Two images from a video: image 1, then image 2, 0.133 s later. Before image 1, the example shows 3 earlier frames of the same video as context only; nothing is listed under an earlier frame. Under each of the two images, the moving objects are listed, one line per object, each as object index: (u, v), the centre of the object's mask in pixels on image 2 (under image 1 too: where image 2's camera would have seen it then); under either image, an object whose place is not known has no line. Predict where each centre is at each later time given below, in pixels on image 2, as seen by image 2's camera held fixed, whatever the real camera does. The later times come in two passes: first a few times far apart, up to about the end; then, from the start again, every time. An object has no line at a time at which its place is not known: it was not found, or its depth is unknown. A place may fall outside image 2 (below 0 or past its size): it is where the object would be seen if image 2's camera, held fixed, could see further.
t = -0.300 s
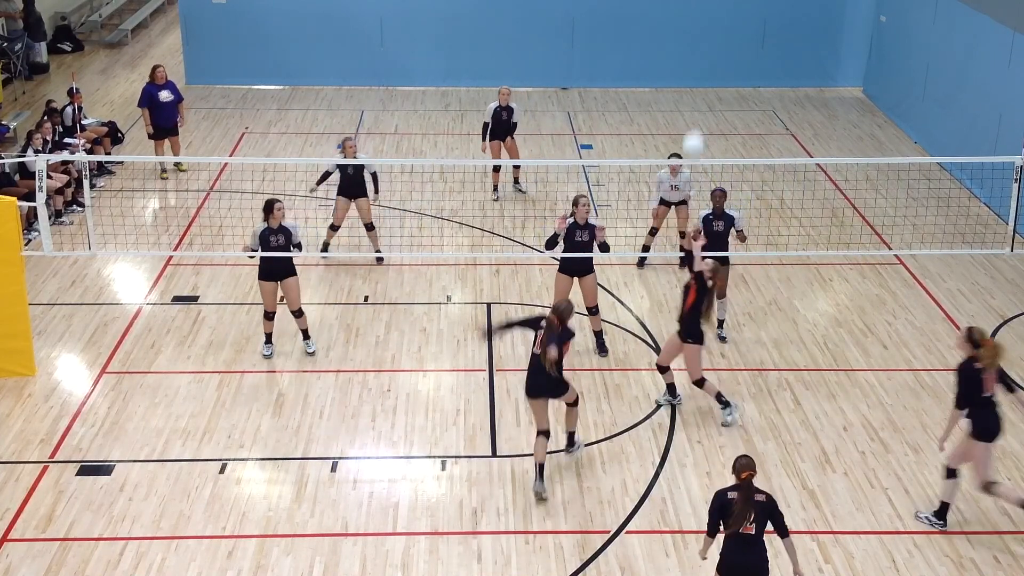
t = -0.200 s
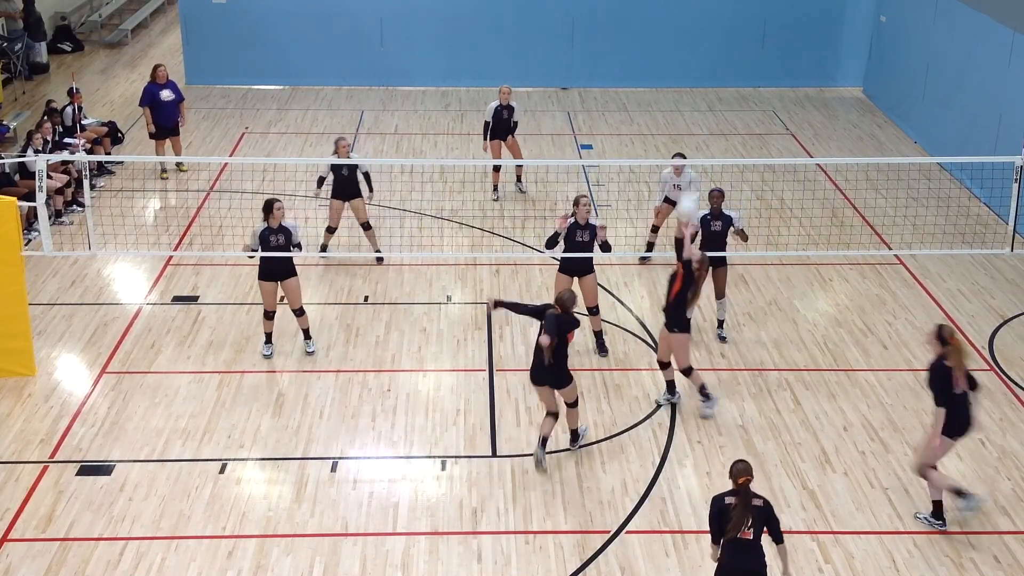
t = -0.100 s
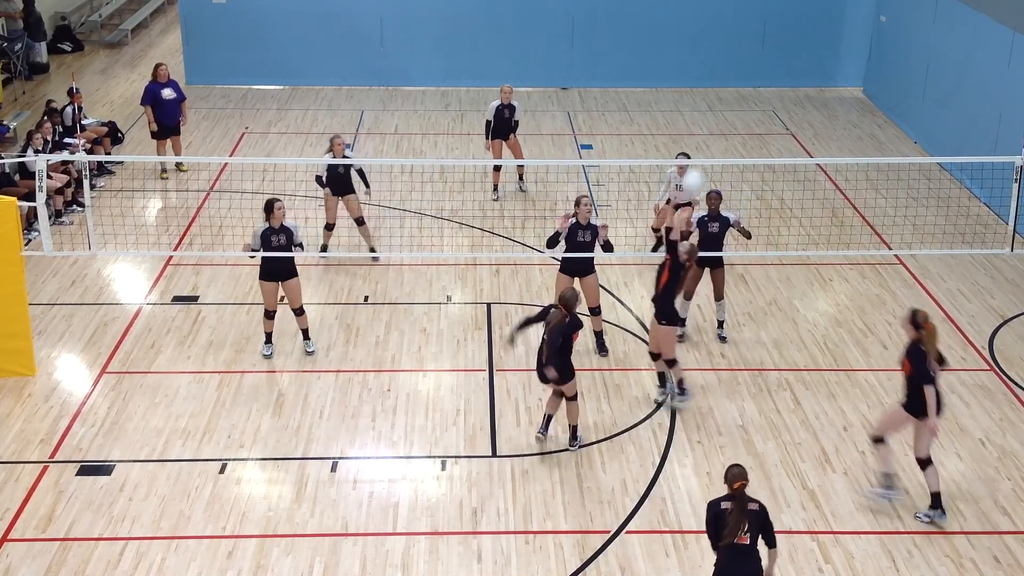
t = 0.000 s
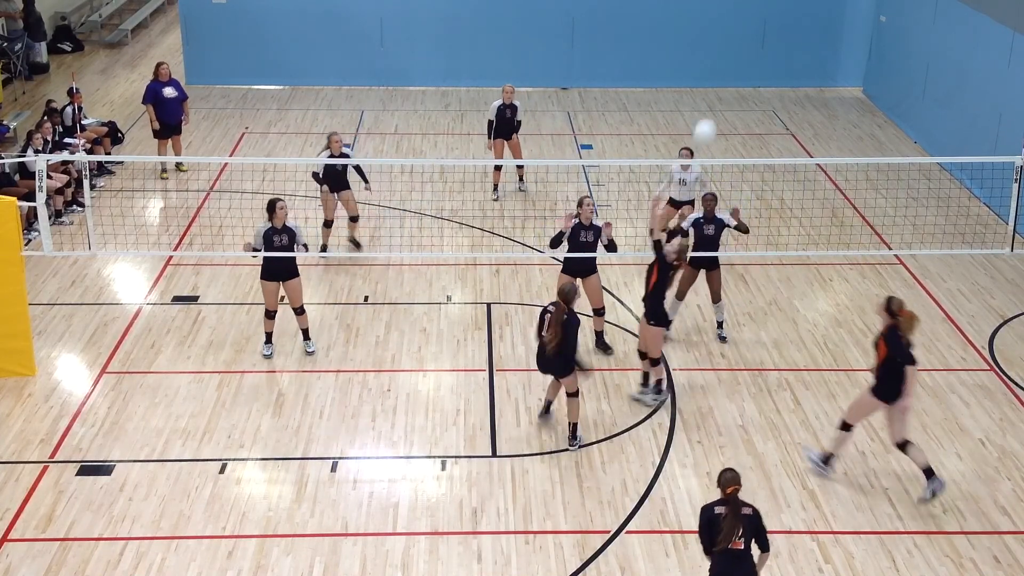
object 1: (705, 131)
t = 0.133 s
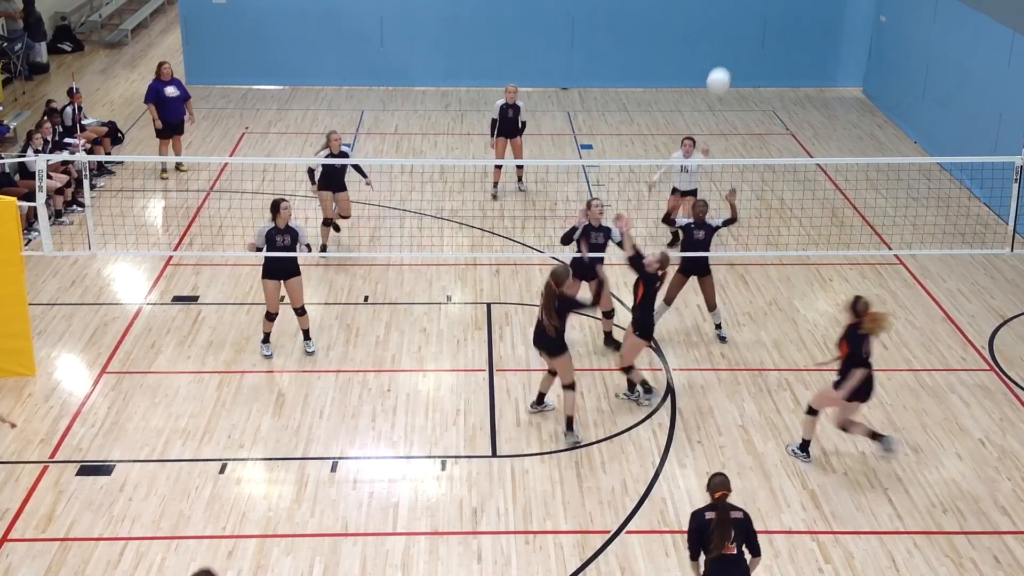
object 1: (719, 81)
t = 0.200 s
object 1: (725, 62)
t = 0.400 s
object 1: (743, 33)
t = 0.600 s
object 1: (757, 48)
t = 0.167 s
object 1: (722, 71)
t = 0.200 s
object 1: (725, 62)
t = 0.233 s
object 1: (729, 54)
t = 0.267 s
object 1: (732, 47)
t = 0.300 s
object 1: (735, 42)
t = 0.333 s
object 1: (738, 38)
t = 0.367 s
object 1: (741, 34)
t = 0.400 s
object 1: (743, 33)
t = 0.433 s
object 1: (746, 32)
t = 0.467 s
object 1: (748, 33)
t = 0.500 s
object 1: (751, 35)
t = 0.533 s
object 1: (753, 38)
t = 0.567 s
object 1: (755, 42)
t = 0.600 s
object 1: (757, 48)
